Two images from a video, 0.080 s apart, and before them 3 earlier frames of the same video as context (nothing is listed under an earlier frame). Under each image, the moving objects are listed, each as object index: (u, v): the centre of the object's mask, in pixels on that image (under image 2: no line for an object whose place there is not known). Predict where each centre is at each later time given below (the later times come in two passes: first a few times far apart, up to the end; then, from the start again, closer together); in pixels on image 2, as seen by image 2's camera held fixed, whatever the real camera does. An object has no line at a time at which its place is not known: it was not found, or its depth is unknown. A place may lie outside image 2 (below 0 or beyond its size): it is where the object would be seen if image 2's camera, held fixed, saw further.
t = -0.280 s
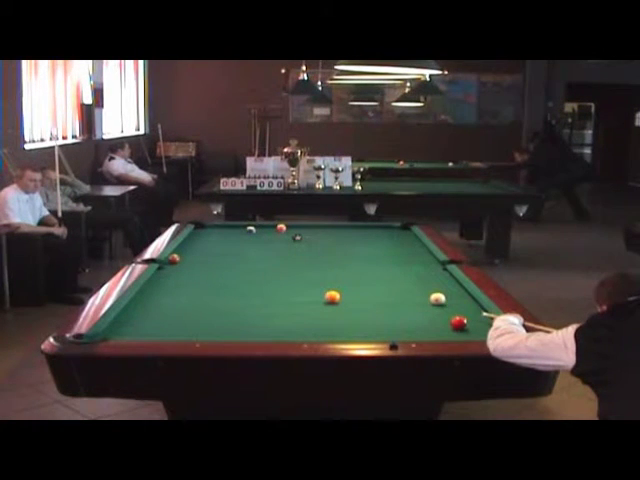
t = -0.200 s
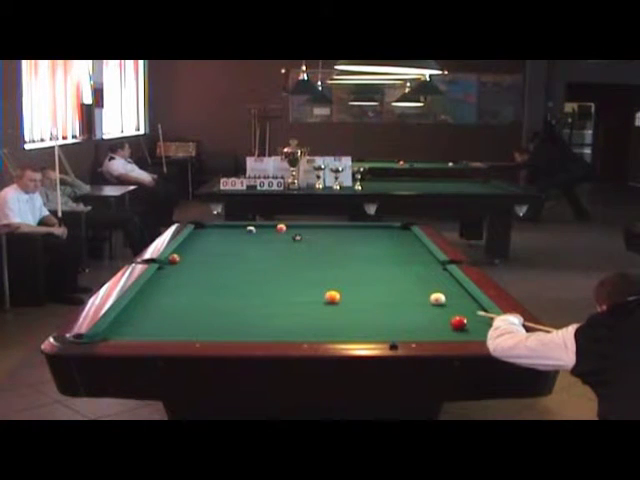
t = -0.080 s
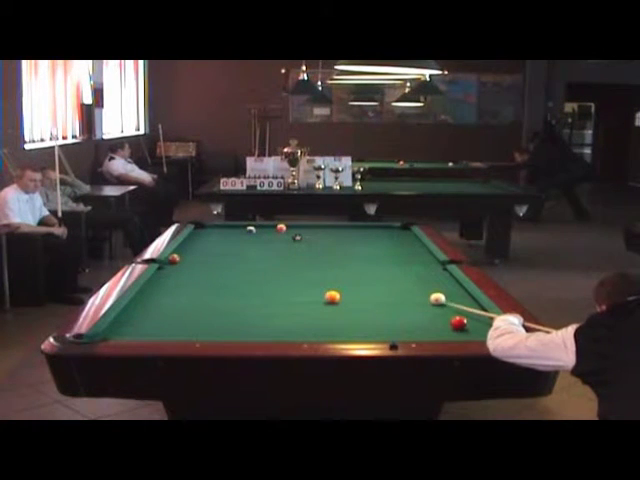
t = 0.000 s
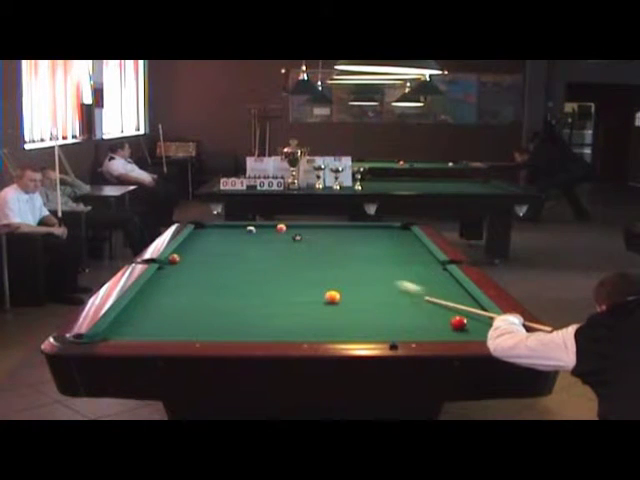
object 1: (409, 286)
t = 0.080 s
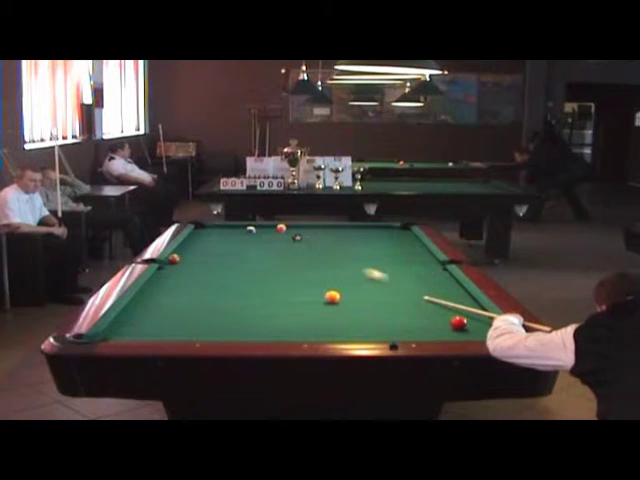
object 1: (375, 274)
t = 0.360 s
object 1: (301, 247)
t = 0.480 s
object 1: (283, 240)
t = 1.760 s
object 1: (246, 236)
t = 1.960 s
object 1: (240, 238)
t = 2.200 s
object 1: (232, 241)
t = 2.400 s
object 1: (226, 243)
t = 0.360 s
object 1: (301, 247)
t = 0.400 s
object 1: (294, 244)
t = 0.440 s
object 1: (288, 242)
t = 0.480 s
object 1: (283, 240)
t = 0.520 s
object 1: (276, 237)
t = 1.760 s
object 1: (246, 236)
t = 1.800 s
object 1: (245, 237)
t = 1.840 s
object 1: (244, 237)
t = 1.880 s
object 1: (242, 237)
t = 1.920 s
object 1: (241, 238)
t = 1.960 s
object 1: (240, 238)
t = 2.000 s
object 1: (238, 239)
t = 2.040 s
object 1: (237, 240)
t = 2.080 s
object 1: (236, 240)
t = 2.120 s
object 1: (234, 241)
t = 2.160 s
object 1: (233, 241)
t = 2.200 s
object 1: (232, 241)
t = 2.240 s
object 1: (231, 242)
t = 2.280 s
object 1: (230, 242)
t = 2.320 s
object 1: (228, 243)
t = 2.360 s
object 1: (227, 243)
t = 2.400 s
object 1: (226, 243)
